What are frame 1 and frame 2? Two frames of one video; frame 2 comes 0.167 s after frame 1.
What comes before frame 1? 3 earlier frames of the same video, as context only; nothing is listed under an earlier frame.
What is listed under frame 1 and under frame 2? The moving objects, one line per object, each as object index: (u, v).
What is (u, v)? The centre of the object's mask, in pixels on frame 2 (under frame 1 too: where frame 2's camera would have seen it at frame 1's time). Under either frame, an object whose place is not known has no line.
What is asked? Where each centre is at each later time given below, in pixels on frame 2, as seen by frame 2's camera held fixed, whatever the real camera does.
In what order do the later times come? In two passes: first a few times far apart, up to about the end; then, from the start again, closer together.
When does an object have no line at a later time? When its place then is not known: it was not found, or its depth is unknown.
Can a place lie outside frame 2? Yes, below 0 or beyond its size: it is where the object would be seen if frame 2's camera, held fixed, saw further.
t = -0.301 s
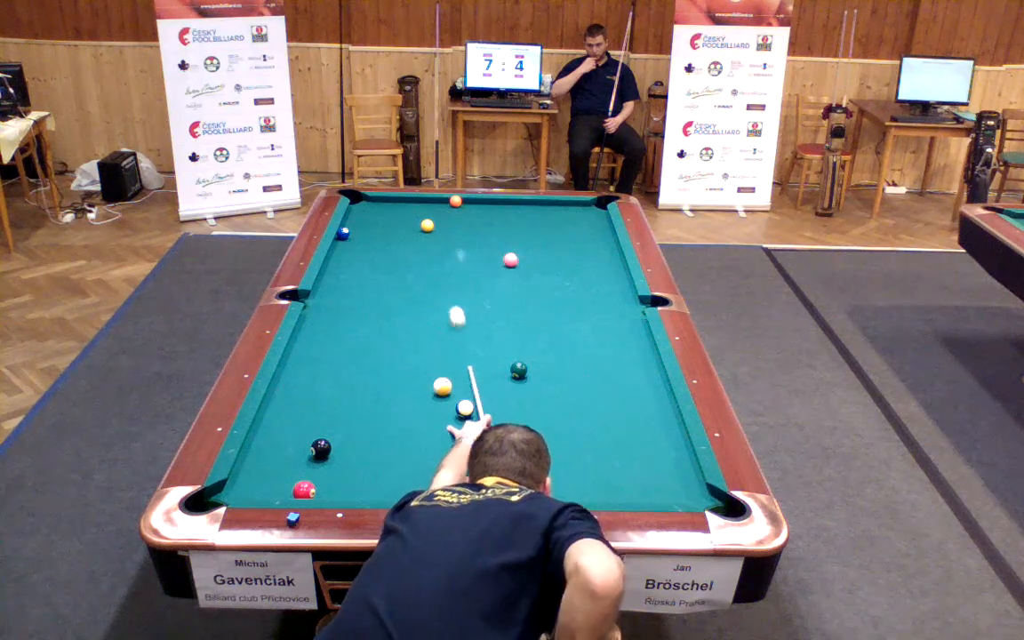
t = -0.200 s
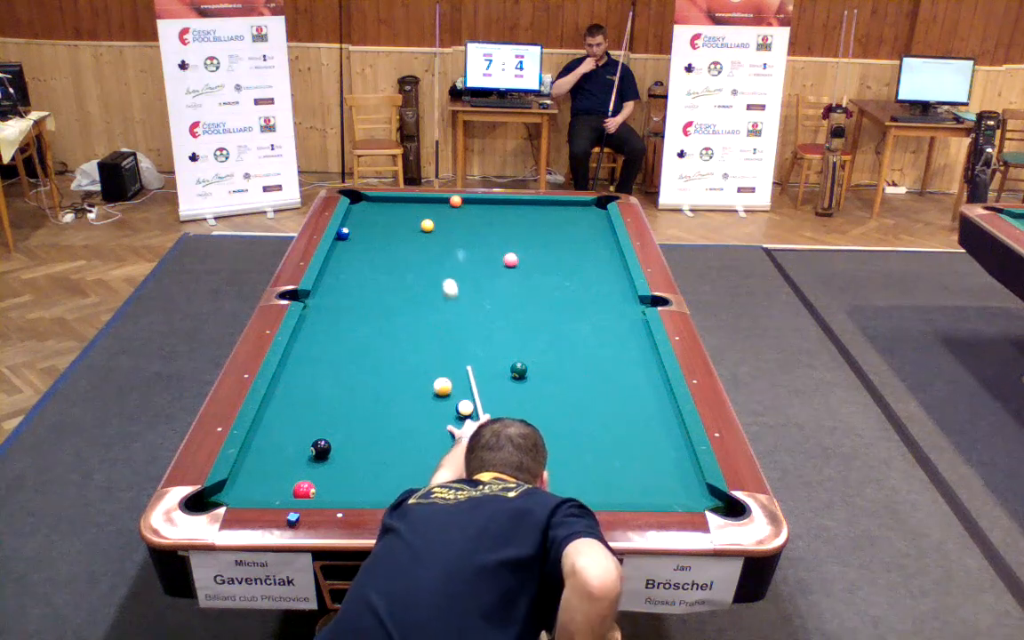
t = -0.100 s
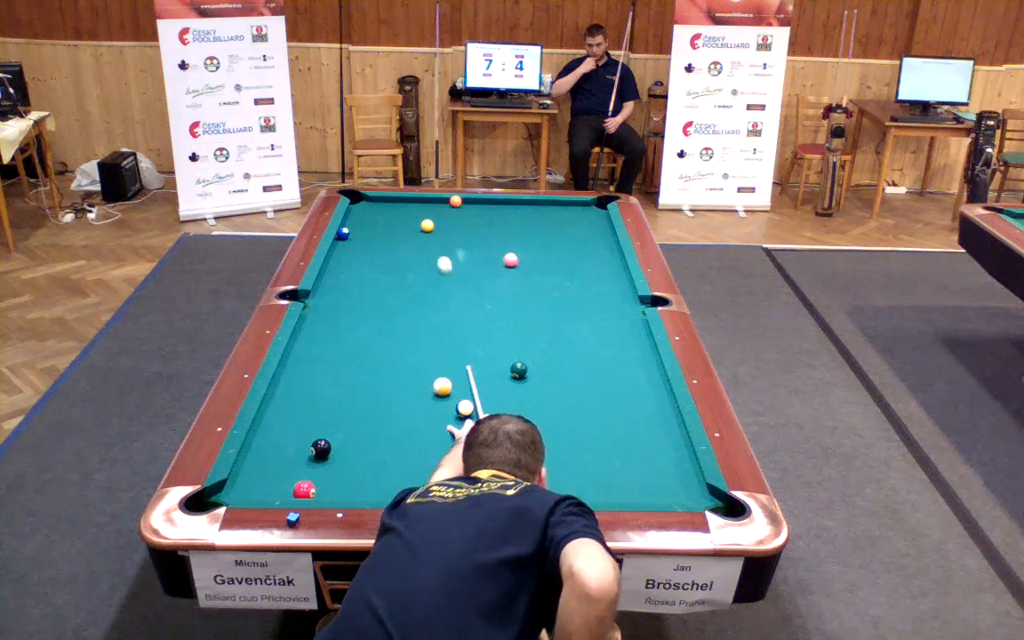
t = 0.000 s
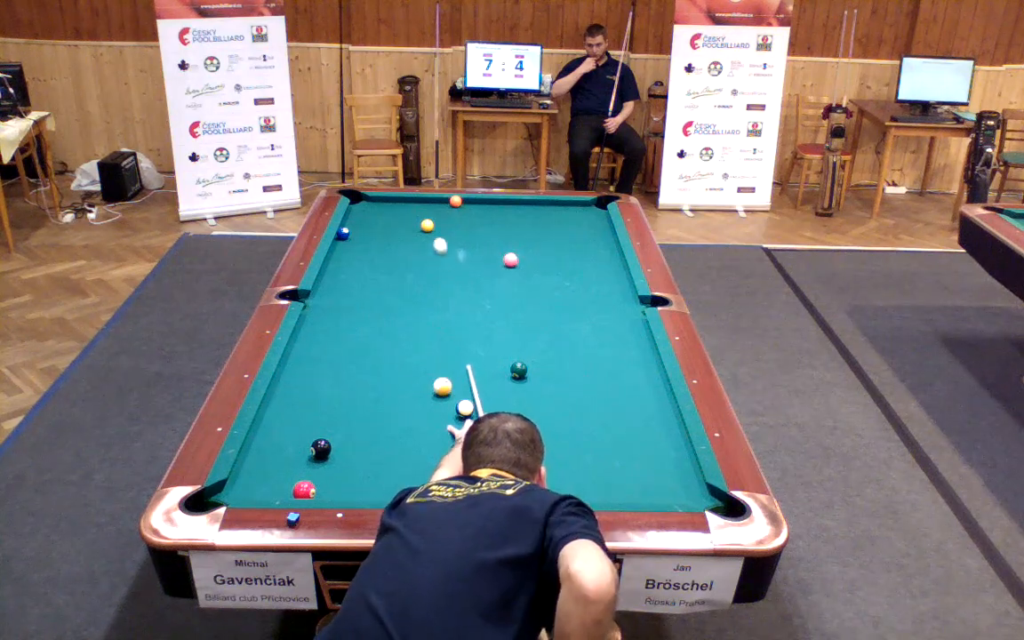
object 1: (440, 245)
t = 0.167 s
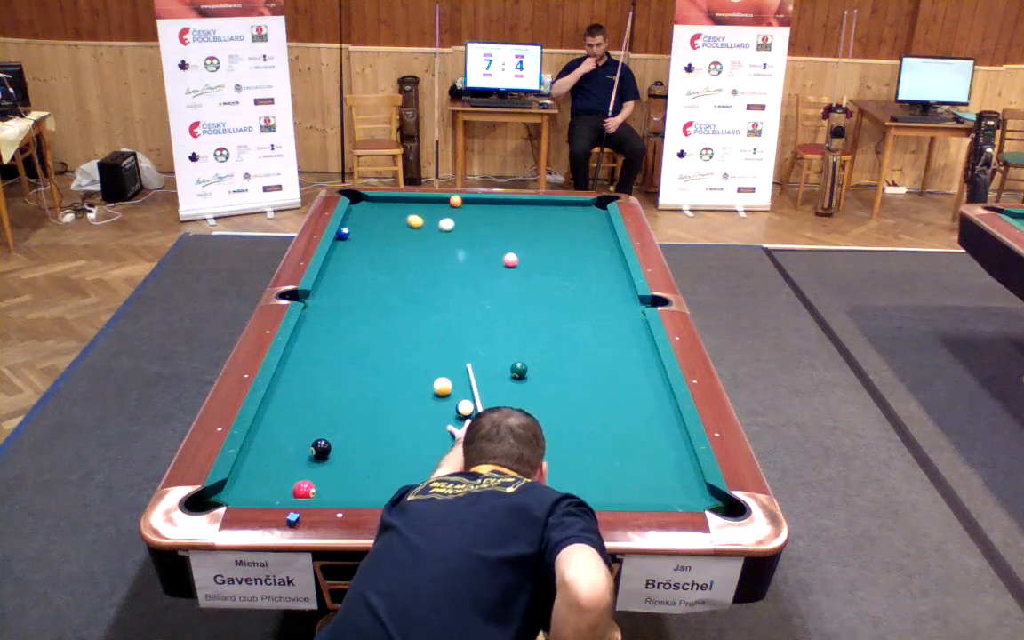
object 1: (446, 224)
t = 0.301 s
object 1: (466, 218)
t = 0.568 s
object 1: (498, 208)
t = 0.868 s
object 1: (533, 203)
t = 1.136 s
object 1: (568, 209)
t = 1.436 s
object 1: (603, 216)
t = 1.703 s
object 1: (588, 222)
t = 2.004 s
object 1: (571, 230)
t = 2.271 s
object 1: (557, 236)
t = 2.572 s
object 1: (541, 243)
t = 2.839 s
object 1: (526, 250)
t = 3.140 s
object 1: (512, 253)
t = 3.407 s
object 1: (503, 255)
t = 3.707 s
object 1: (496, 255)
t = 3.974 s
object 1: (490, 256)
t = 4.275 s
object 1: (484, 256)
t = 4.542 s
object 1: (480, 256)
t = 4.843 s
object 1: (477, 256)
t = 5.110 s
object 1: (475, 256)
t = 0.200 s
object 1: (452, 222)
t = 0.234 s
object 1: (457, 221)
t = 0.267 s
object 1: (462, 219)
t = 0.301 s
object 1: (466, 218)
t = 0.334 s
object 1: (471, 216)
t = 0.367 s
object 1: (475, 215)
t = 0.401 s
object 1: (478, 214)
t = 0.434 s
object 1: (483, 213)
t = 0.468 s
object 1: (487, 212)
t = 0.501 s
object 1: (490, 210)
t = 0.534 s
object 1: (494, 209)
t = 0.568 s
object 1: (498, 208)
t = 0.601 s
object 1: (502, 207)
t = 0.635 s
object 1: (506, 205)
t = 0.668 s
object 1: (509, 204)
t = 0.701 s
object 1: (513, 204)
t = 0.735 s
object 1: (516, 202)
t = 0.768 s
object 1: (520, 202)
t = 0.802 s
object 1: (524, 202)
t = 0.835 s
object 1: (529, 203)
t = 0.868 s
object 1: (533, 203)
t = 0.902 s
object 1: (537, 204)
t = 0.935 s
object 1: (542, 205)
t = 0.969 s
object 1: (546, 205)
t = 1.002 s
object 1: (550, 206)
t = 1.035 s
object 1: (555, 207)
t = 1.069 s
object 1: (559, 208)
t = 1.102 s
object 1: (563, 208)
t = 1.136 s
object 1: (568, 209)
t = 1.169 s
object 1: (572, 210)
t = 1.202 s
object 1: (576, 211)
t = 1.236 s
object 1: (580, 212)
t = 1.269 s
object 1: (585, 212)
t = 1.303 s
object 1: (589, 213)
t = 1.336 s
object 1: (593, 214)
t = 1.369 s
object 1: (597, 214)
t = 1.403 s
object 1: (602, 215)
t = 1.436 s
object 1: (603, 216)
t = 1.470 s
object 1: (601, 217)
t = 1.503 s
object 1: (599, 217)
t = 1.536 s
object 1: (597, 218)
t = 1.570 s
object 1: (596, 219)
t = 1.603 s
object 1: (593, 220)
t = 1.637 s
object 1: (591, 221)
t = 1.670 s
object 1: (589, 221)
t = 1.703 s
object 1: (588, 222)
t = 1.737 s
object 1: (586, 223)
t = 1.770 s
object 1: (584, 224)
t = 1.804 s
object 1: (582, 225)
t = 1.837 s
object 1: (580, 226)
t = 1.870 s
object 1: (579, 227)
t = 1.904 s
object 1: (577, 227)
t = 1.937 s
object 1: (575, 228)
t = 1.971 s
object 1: (574, 229)
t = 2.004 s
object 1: (571, 230)
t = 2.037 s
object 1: (570, 230)
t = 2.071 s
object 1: (568, 231)
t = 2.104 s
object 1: (566, 232)
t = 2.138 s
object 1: (564, 233)
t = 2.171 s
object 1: (562, 234)
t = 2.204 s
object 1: (561, 235)
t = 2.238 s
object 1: (559, 235)
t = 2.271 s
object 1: (557, 236)
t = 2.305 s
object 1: (555, 237)
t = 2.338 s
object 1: (554, 238)
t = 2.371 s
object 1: (552, 238)
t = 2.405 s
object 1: (550, 239)
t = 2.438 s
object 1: (548, 240)
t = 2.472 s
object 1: (546, 241)
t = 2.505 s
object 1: (544, 242)
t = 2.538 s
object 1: (543, 243)
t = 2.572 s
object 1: (541, 243)
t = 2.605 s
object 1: (539, 244)
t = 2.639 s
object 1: (537, 245)
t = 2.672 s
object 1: (535, 246)
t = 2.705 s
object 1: (534, 246)
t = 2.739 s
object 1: (532, 247)
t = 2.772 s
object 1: (530, 248)
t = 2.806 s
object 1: (528, 249)
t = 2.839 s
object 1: (526, 250)
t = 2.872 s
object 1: (525, 251)
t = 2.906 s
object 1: (523, 251)
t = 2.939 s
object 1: (521, 252)
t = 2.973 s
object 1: (520, 252)
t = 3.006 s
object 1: (518, 253)
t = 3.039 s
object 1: (517, 253)
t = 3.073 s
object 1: (515, 253)
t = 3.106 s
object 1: (514, 253)
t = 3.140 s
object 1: (512, 253)
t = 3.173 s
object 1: (511, 253)
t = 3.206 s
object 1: (510, 253)
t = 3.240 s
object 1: (509, 254)
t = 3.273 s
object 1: (508, 254)
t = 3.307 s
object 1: (507, 254)
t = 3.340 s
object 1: (506, 254)
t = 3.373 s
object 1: (505, 254)
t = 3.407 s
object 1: (503, 255)
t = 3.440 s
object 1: (502, 254)
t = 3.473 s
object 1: (501, 255)
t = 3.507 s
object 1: (501, 255)
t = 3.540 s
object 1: (500, 255)
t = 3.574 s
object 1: (499, 255)
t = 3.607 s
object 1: (498, 255)
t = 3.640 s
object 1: (497, 255)
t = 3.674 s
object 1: (497, 255)
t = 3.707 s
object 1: (496, 255)
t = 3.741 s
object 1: (495, 255)
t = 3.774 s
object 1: (494, 255)
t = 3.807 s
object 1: (493, 255)
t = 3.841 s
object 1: (493, 256)
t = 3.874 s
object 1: (492, 256)
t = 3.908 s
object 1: (491, 256)
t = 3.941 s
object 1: (490, 256)
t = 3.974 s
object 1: (490, 256)
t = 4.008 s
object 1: (489, 256)
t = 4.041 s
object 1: (490, 256)
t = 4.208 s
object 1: (484, 256)
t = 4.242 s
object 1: (485, 256)
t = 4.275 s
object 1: (484, 256)
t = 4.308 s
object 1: (484, 256)
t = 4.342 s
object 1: (483, 256)
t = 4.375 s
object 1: (483, 256)
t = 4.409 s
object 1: (482, 256)
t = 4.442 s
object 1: (482, 256)
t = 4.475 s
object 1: (481, 256)
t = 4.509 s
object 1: (480, 256)
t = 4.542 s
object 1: (480, 256)
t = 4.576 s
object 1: (480, 256)
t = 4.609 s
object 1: (479, 256)
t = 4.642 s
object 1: (479, 256)
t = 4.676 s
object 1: (478, 256)
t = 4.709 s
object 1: (478, 256)
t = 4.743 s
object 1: (478, 256)
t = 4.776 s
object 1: (477, 256)
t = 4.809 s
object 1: (477, 256)
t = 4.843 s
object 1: (477, 256)
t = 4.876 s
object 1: (476, 256)
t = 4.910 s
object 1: (476, 256)
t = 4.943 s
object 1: (476, 256)
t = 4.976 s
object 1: (476, 256)
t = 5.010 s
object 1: (476, 256)
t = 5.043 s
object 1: (475, 256)
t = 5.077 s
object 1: (476, 256)
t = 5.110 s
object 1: (475, 256)
